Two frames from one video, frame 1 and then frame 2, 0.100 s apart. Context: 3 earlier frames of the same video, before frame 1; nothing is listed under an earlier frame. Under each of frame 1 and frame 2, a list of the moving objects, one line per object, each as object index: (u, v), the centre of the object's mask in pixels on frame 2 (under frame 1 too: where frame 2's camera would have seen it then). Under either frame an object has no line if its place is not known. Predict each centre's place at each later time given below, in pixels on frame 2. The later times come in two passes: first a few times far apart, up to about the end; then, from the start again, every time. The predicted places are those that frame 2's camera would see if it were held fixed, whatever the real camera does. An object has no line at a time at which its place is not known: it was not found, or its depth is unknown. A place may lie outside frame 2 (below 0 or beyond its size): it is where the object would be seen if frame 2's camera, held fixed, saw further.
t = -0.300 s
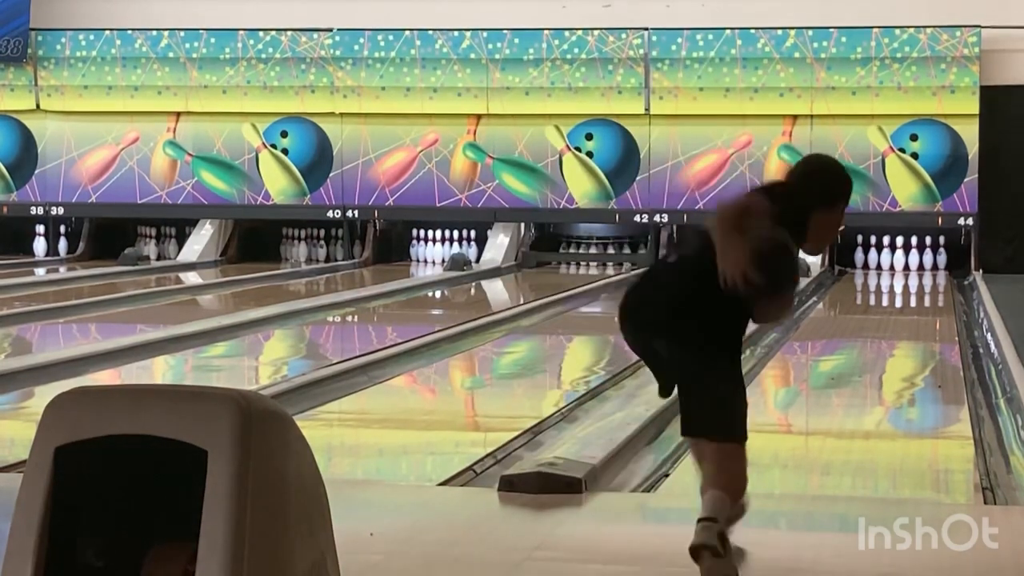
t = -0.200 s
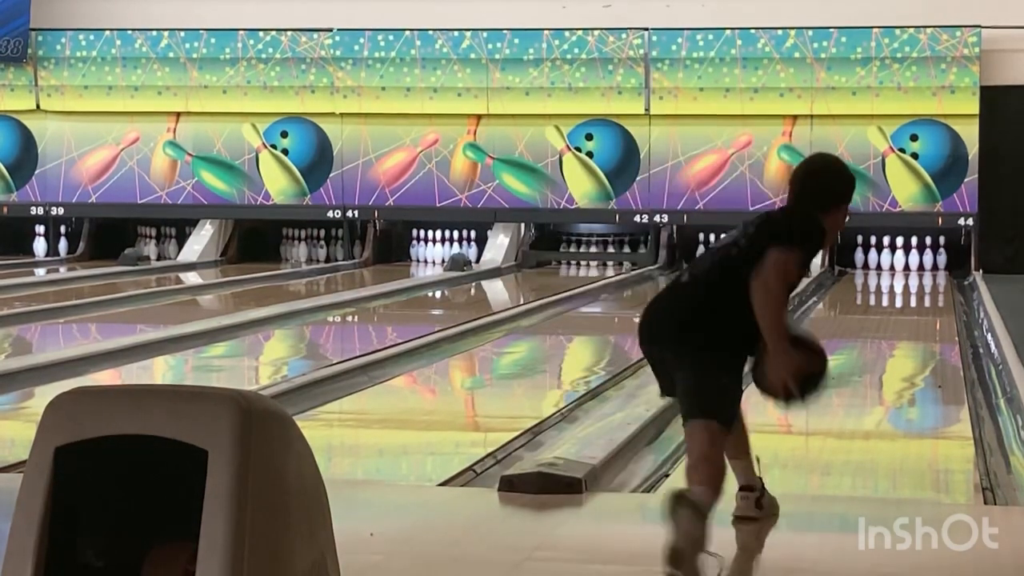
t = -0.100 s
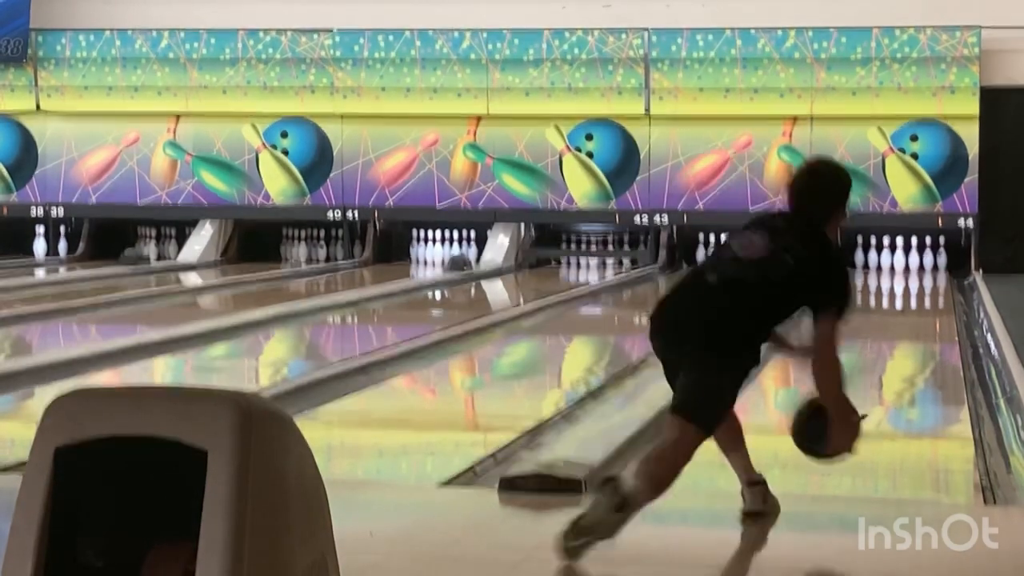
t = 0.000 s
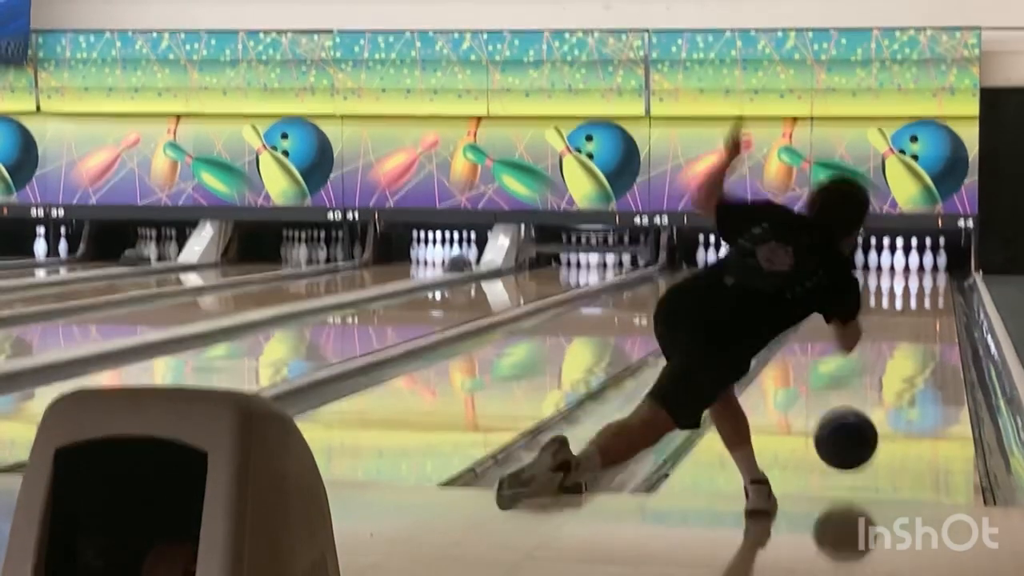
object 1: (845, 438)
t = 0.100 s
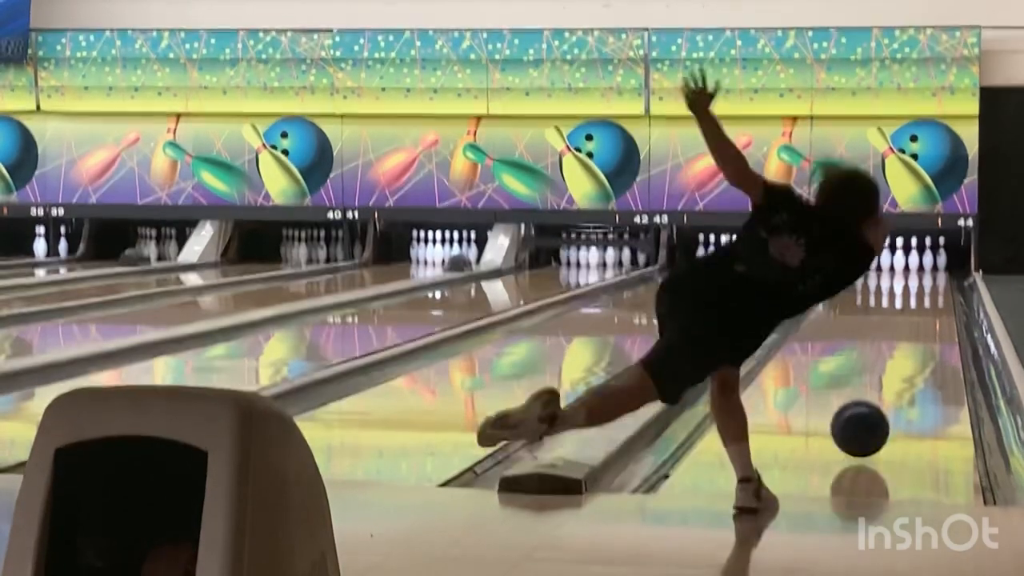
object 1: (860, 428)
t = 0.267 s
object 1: (878, 401)
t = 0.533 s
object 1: (900, 364)
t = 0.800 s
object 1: (914, 337)
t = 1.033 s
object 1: (922, 320)
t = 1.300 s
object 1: (929, 303)
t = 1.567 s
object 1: (933, 290)
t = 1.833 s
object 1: (933, 280)
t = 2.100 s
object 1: (929, 272)
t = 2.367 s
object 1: (920, 265)
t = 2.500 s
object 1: (914, 263)
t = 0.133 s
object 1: (864, 422)
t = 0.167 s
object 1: (868, 418)
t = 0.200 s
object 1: (872, 412)
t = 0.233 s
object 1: (875, 408)
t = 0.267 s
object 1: (878, 401)
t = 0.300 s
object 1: (881, 394)
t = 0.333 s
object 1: (884, 389)
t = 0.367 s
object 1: (887, 385)
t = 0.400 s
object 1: (890, 380)
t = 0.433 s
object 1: (892, 376)
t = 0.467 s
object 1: (895, 371)
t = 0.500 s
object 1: (897, 367)
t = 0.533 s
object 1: (900, 364)
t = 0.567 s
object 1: (902, 360)
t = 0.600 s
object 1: (904, 356)
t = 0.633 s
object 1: (906, 353)
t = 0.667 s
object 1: (907, 349)
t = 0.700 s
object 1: (909, 346)
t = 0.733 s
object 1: (911, 343)
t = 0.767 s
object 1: (912, 340)
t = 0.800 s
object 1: (914, 337)
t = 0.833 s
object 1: (915, 334)
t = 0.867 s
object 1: (917, 332)
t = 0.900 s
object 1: (918, 329)
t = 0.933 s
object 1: (919, 327)
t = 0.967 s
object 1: (920, 324)
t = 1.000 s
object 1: (921, 322)
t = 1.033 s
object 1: (922, 320)
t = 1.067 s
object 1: (924, 318)
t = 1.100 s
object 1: (924, 315)
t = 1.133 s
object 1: (925, 313)
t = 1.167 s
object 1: (926, 311)
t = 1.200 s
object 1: (927, 309)
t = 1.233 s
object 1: (928, 307)
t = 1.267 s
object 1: (929, 304)
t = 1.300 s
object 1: (929, 303)
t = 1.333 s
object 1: (930, 301)
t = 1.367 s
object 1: (931, 299)
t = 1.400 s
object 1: (931, 297)
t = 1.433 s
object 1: (932, 296)
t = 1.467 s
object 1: (932, 295)
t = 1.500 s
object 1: (932, 293)
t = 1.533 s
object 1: (933, 292)
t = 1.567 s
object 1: (933, 290)
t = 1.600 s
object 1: (933, 289)
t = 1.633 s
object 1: (933, 288)
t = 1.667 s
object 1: (933, 286)
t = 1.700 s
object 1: (933, 285)
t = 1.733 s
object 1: (933, 284)
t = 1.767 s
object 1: (933, 282)
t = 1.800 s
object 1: (934, 282)
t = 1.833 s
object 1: (933, 280)
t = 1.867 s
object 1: (933, 279)
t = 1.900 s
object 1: (932, 278)
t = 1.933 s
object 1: (932, 277)
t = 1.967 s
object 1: (932, 276)
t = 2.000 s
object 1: (931, 275)
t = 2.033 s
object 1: (931, 274)
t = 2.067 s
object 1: (929, 273)
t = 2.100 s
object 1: (929, 272)
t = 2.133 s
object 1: (928, 271)
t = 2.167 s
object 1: (927, 270)
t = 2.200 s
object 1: (926, 270)
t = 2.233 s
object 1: (925, 268)
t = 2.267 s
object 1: (924, 268)
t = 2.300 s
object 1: (923, 267)
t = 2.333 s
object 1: (922, 266)
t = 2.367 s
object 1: (920, 265)
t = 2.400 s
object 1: (919, 265)
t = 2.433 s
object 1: (917, 264)
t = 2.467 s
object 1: (916, 263)
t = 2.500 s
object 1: (914, 263)
